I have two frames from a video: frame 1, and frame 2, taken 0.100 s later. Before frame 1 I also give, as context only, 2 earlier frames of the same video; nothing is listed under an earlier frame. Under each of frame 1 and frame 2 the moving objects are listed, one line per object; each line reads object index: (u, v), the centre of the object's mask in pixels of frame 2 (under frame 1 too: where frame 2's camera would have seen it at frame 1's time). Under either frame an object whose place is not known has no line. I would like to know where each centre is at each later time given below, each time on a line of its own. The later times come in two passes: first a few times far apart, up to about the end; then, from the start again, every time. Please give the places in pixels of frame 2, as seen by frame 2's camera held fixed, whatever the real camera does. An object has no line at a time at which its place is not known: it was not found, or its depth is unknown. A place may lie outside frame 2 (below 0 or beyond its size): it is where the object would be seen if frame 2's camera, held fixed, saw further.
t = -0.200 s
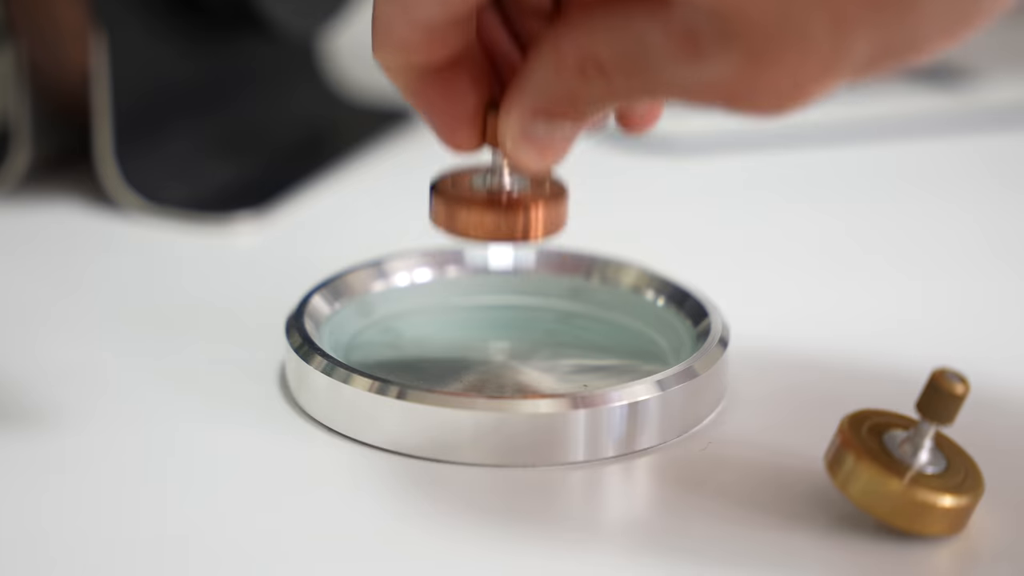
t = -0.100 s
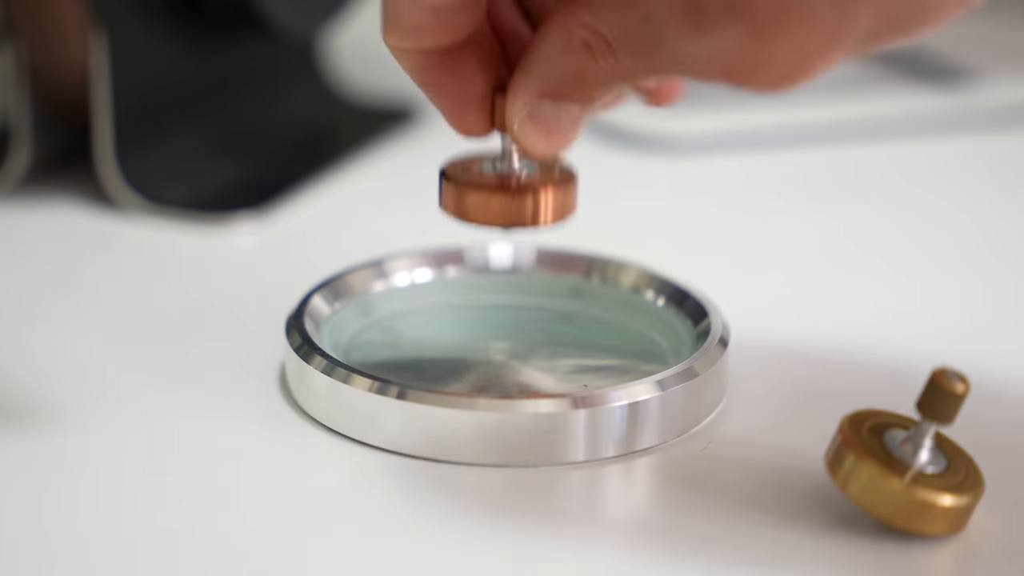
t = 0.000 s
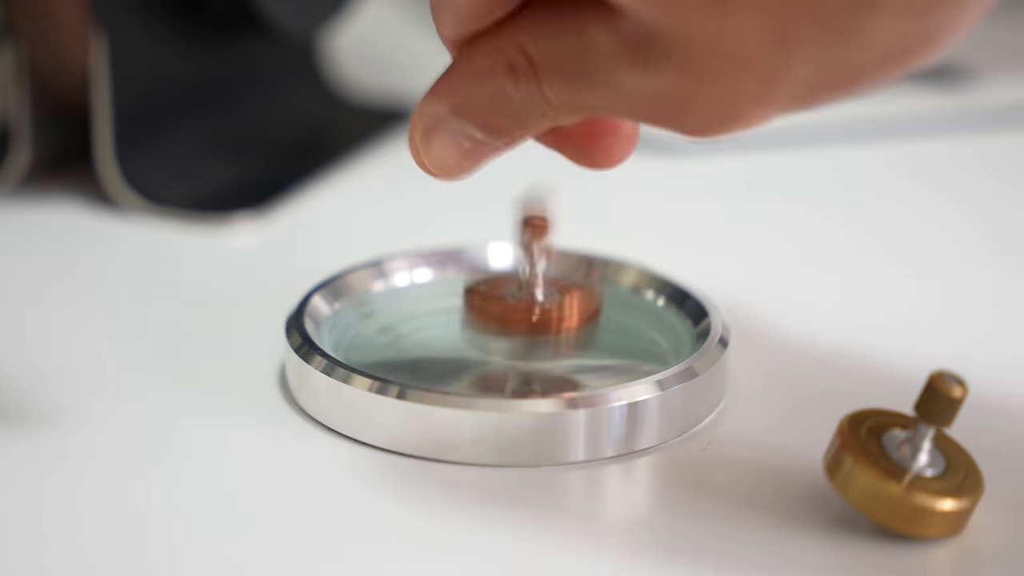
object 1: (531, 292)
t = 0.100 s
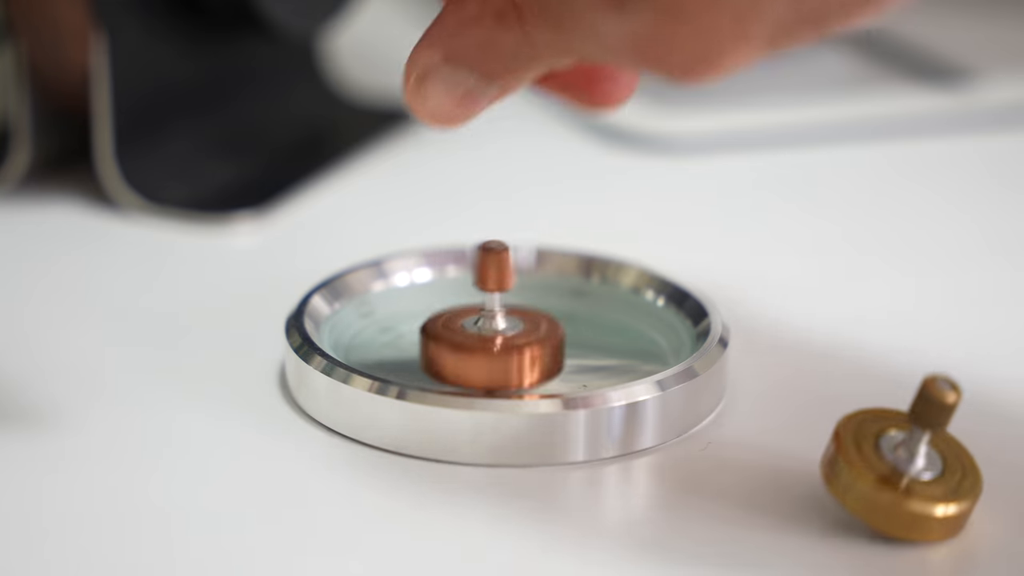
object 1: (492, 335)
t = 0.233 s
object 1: (498, 338)
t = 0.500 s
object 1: (544, 320)
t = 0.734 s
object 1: (547, 294)
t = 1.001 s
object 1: (520, 270)
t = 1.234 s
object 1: (497, 267)
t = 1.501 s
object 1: (492, 285)
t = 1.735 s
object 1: (515, 306)
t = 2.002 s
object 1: (551, 321)
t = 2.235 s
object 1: (568, 321)
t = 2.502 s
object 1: (550, 313)
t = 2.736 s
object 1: (511, 303)
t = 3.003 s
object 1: (469, 293)
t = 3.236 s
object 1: (454, 290)
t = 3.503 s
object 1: (476, 294)
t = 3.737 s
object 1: (517, 299)
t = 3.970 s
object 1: (557, 300)
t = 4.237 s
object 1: (579, 300)
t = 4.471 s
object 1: (569, 303)
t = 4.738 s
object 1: (530, 308)
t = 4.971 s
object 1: (494, 310)
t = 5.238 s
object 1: (470, 310)
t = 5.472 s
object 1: (472, 306)
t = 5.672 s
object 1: (487, 301)
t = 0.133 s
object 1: (487, 338)
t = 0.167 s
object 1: (486, 340)
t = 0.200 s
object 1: (491, 340)
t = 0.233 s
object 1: (498, 338)
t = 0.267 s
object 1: (507, 336)
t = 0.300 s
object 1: (514, 335)
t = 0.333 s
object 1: (521, 333)
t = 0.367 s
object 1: (527, 331)
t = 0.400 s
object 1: (532, 329)
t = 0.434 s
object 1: (537, 326)
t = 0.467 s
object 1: (541, 323)
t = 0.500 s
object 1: (544, 320)
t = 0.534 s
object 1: (546, 317)
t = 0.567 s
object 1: (548, 313)
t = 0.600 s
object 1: (549, 309)
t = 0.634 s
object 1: (549, 305)
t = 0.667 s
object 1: (549, 301)
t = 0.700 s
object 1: (548, 298)
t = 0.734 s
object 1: (547, 294)
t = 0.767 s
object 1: (545, 290)
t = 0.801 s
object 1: (542, 286)
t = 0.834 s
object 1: (539, 283)
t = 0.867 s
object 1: (536, 280)
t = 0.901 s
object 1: (532, 277)
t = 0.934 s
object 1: (528, 274)
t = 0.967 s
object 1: (524, 272)
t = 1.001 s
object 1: (520, 270)
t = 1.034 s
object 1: (516, 268)
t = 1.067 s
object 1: (512, 267)
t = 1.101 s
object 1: (509, 267)
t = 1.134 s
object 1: (505, 266)
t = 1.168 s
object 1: (502, 266)
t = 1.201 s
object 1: (499, 267)
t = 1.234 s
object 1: (497, 267)
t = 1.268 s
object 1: (494, 268)
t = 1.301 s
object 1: (493, 270)
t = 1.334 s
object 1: (491, 272)
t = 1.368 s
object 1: (490, 274)
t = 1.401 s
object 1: (490, 276)
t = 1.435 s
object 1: (490, 279)
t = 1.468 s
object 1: (491, 282)
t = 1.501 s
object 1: (492, 285)
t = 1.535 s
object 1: (494, 289)
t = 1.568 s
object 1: (497, 292)
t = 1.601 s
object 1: (499, 295)
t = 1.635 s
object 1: (503, 298)
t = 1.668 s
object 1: (507, 301)
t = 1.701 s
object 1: (511, 304)
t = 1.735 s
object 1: (515, 306)
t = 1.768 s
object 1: (519, 309)
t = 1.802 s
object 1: (524, 311)
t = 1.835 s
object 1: (529, 313)
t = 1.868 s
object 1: (533, 315)
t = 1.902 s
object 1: (538, 317)
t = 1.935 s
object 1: (542, 318)
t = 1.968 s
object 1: (547, 319)
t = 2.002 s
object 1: (551, 321)
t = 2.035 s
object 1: (555, 321)
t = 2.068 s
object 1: (559, 322)
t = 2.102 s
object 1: (562, 322)
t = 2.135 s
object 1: (564, 322)
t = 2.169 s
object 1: (566, 322)
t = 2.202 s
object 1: (567, 322)
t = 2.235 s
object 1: (568, 321)
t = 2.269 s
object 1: (568, 321)
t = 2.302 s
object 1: (568, 320)
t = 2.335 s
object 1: (566, 319)
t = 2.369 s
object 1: (564, 318)
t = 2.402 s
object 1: (562, 317)
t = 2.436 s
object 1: (558, 316)
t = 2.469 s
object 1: (555, 315)
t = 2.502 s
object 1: (550, 313)
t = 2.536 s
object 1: (546, 312)
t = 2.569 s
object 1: (541, 310)
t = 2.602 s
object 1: (535, 309)
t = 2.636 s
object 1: (529, 308)
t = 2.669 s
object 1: (523, 306)
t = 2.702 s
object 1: (517, 304)
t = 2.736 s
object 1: (511, 303)
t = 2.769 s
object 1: (505, 301)
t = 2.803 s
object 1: (499, 300)
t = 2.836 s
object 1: (494, 299)
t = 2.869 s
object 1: (488, 297)
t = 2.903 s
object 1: (483, 296)
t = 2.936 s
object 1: (478, 295)
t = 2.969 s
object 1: (473, 294)
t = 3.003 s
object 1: (469, 293)
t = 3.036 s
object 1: (465, 292)
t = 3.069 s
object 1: (462, 291)
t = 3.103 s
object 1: (459, 291)
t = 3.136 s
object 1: (457, 290)
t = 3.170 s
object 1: (456, 290)
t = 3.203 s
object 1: (455, 290)
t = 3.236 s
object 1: (454, 290)
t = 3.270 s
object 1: (455, 290)
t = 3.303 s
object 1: (456, 290)
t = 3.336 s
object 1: (457, 291)
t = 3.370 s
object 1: (460, 291)
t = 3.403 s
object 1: (463, 292)
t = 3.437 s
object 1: (467, 292)
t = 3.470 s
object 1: (471, 293)
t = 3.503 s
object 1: (476, 294)
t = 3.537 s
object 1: (481, 295)
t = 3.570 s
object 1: (486, 295)
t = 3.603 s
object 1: (492, 296)
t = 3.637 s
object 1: (498, 297)
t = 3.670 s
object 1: (504, 298)
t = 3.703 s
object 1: (510, 298)
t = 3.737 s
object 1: (517, 299)
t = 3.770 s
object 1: (524, 299)
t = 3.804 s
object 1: (530, 299)
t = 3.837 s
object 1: (536, 299)
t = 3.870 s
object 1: (542, 300)
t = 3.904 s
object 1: (547, 300)
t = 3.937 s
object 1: (552, 300)
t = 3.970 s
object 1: (557, 300)
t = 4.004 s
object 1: (562, 300)
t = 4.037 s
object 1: (566, 300)
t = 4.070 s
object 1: (570, 300)
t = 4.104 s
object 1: (573, 300)
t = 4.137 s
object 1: (575, 300)
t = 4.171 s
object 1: (577, 300)
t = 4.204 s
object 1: (579, 300)
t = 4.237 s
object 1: (579, 300)
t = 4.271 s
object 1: (580, 301)
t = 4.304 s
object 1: (580, 301)
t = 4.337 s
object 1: (579, 301)
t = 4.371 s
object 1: (577, 302)
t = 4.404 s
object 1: (575, 302)
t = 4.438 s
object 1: (572, 302)
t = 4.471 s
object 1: (569, 303)
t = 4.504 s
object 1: (565, 303)
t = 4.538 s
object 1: (561, 304)
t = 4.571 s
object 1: (557, 304)
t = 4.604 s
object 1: (552, 305)
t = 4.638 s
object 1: (547, 306)
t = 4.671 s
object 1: (541, 306)
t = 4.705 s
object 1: (536, 307)
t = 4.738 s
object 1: (530, 308)
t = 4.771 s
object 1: (525, 308)
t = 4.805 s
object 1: (519, 309)
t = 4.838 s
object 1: (513, 309)
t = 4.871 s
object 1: (508, 310)
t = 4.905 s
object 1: (503, 310)
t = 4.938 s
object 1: (498, 310)
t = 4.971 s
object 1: (494, 310)
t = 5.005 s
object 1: (489, 310)
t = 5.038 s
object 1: (485, 311)
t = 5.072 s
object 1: (482, 311)
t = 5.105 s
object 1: (479, 311)
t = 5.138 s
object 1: (476, 311)
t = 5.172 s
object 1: (474, 310)
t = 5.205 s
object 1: (472, 310)
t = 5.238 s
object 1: (470, 310)
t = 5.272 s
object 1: (469, 309)
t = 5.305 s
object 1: (469, 309)
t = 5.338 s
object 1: (468, 309)
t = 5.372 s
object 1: (469, 308)
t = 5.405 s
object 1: (469, 307)
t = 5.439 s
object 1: (471, 307)
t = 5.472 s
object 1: (472, 306)
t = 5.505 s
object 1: (474, 305)
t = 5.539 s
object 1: (476, 305)
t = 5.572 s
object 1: (478, 304)
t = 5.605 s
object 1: (481, 303)
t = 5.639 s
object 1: (484, 302)
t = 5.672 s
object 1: (487, 301)
